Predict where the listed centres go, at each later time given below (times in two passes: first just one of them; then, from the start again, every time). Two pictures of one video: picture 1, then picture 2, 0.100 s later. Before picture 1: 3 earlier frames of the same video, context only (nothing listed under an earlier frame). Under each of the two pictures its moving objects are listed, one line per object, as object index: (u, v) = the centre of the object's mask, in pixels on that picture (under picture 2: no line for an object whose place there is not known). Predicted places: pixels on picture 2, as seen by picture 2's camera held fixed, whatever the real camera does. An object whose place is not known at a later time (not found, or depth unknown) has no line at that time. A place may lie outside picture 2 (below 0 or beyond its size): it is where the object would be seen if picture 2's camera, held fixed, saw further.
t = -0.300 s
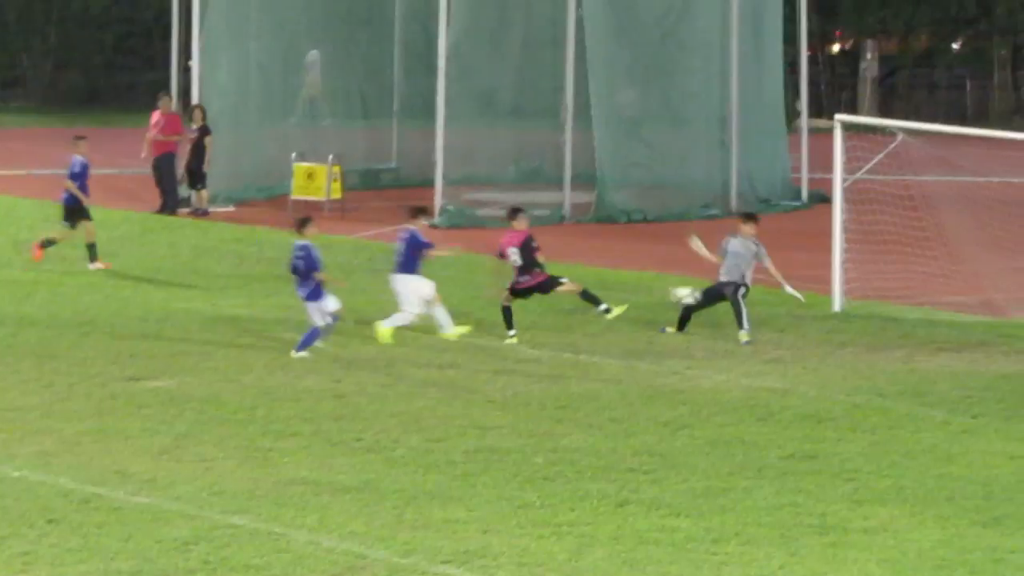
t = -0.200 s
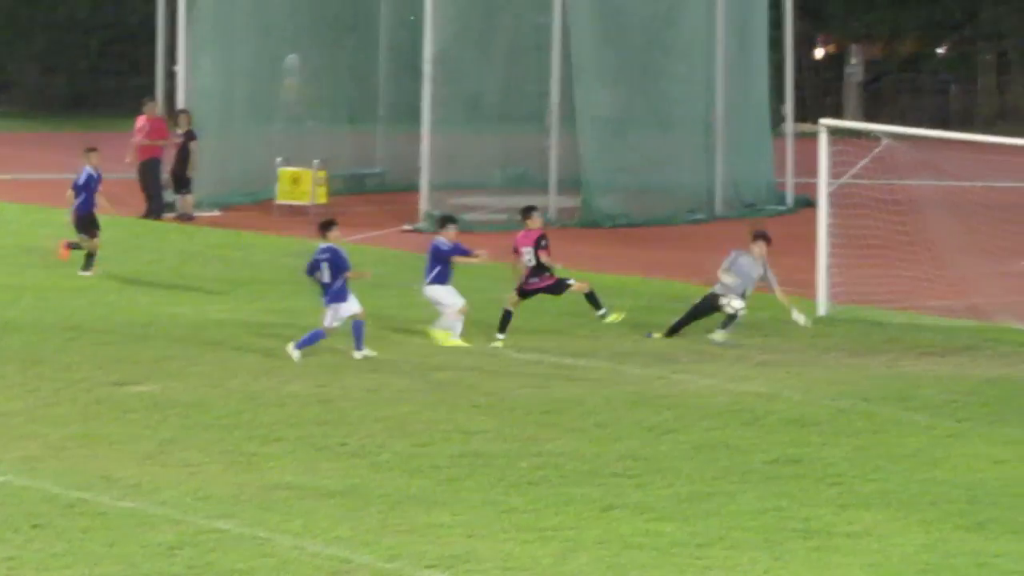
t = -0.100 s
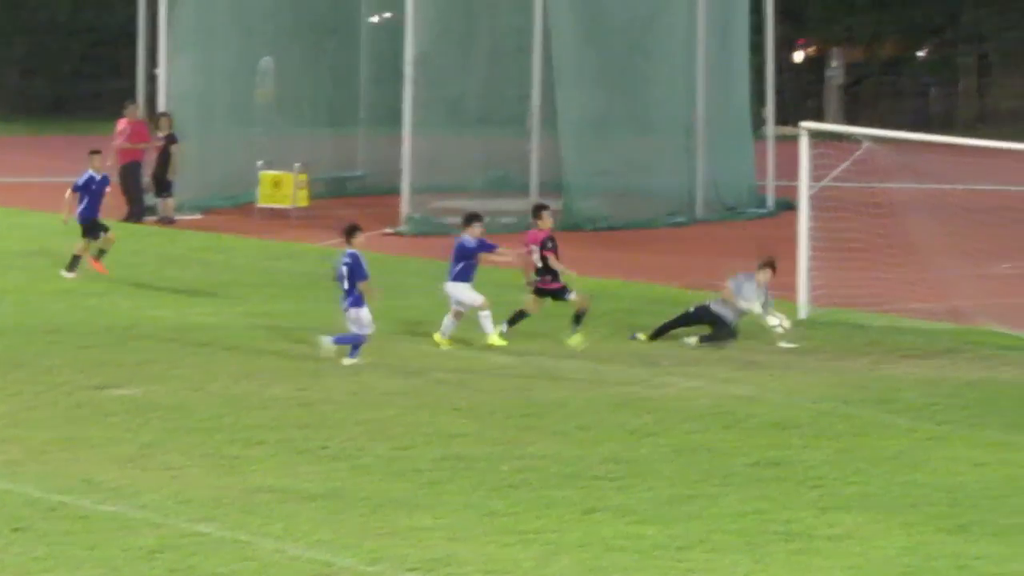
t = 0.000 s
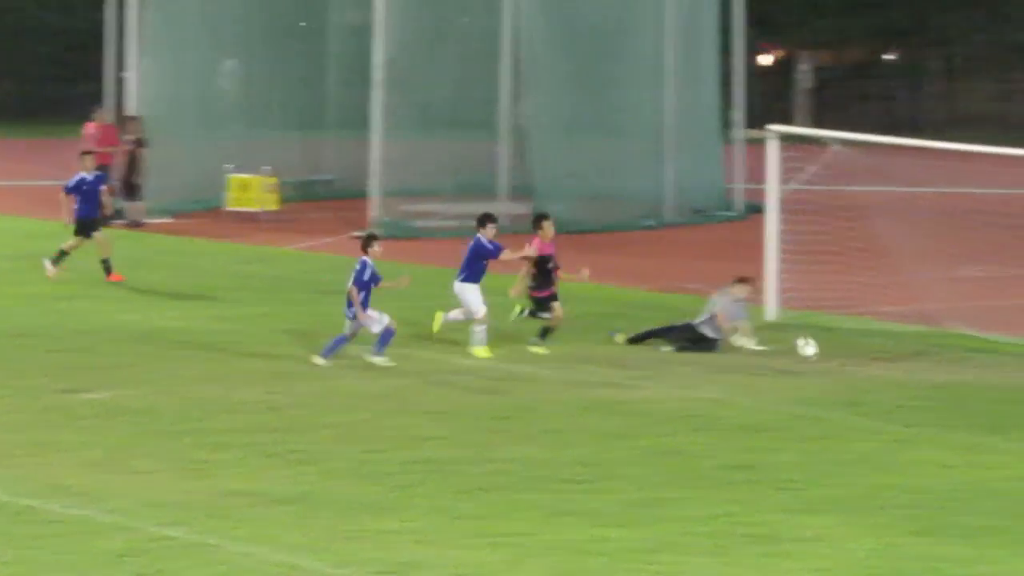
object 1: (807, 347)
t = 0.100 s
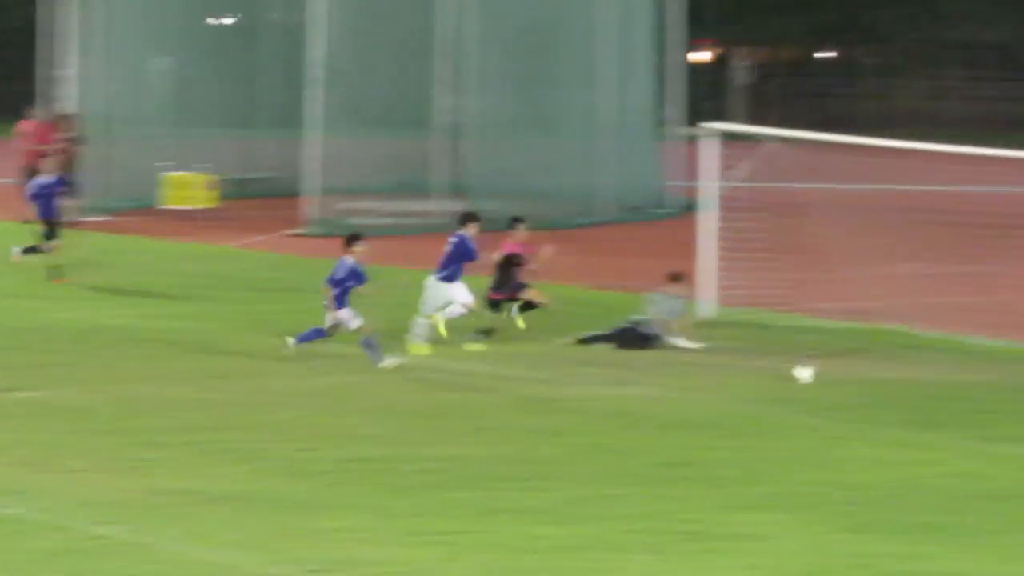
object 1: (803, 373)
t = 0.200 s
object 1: (850, 361)
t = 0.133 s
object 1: (819, 370)
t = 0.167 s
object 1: (835, 365)
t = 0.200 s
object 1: (850, 361)
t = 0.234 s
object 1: (865, 358)
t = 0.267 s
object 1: (880, 356)
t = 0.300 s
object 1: (892, 355)
